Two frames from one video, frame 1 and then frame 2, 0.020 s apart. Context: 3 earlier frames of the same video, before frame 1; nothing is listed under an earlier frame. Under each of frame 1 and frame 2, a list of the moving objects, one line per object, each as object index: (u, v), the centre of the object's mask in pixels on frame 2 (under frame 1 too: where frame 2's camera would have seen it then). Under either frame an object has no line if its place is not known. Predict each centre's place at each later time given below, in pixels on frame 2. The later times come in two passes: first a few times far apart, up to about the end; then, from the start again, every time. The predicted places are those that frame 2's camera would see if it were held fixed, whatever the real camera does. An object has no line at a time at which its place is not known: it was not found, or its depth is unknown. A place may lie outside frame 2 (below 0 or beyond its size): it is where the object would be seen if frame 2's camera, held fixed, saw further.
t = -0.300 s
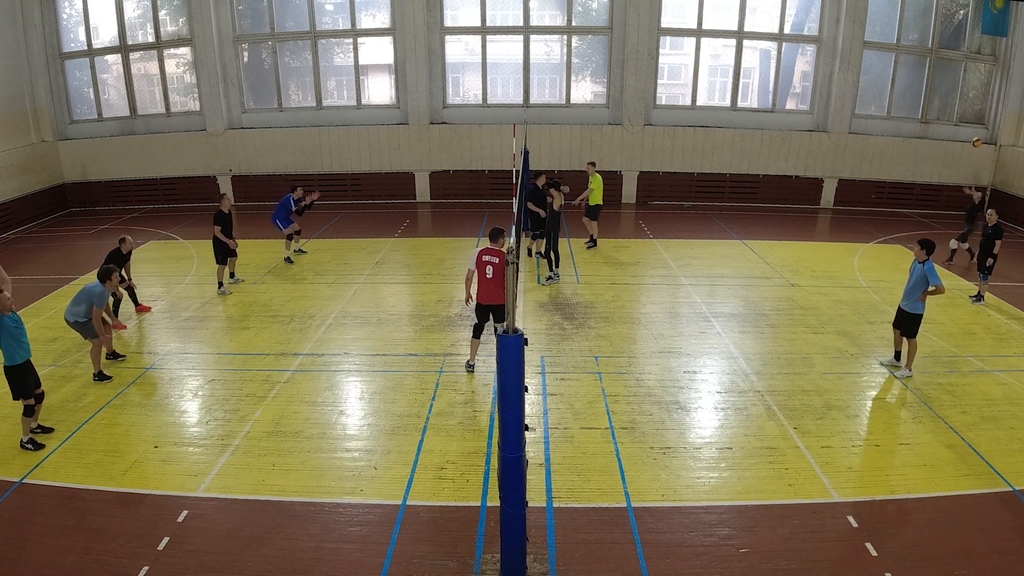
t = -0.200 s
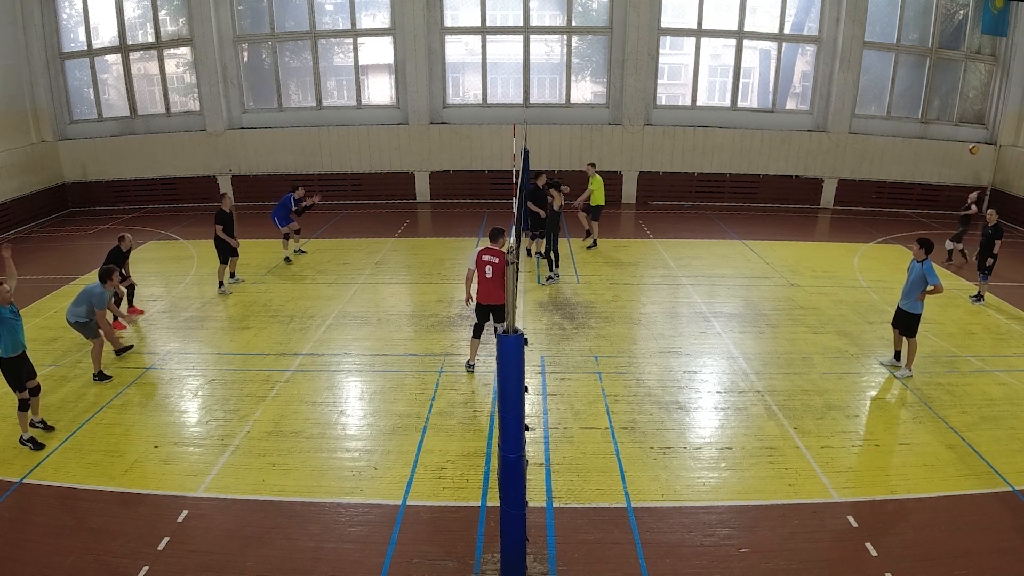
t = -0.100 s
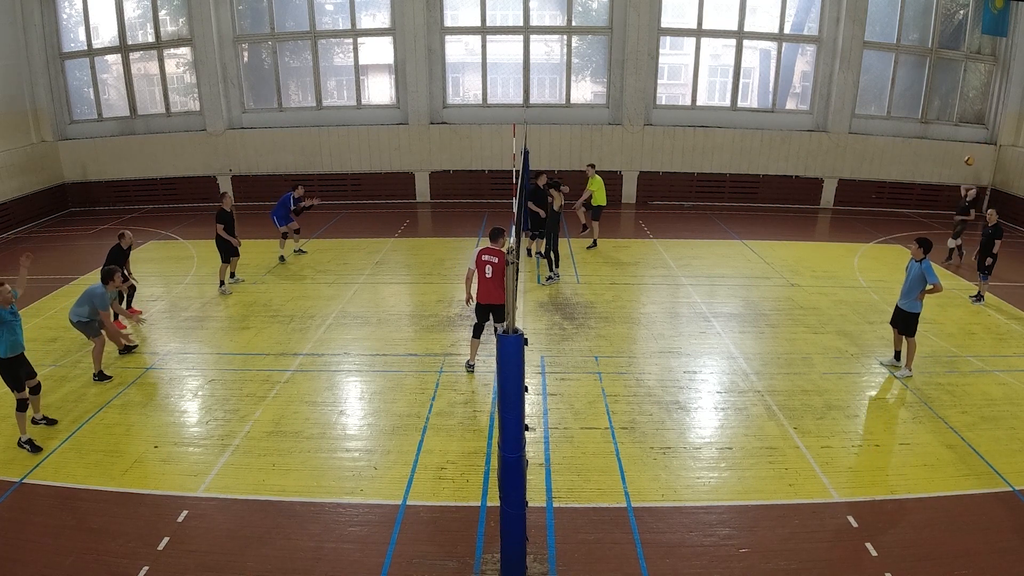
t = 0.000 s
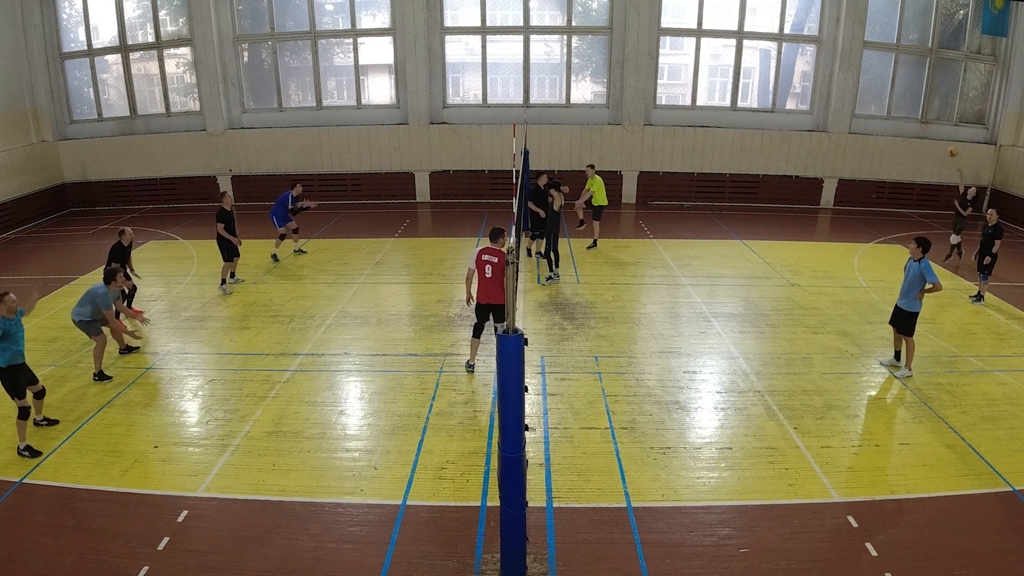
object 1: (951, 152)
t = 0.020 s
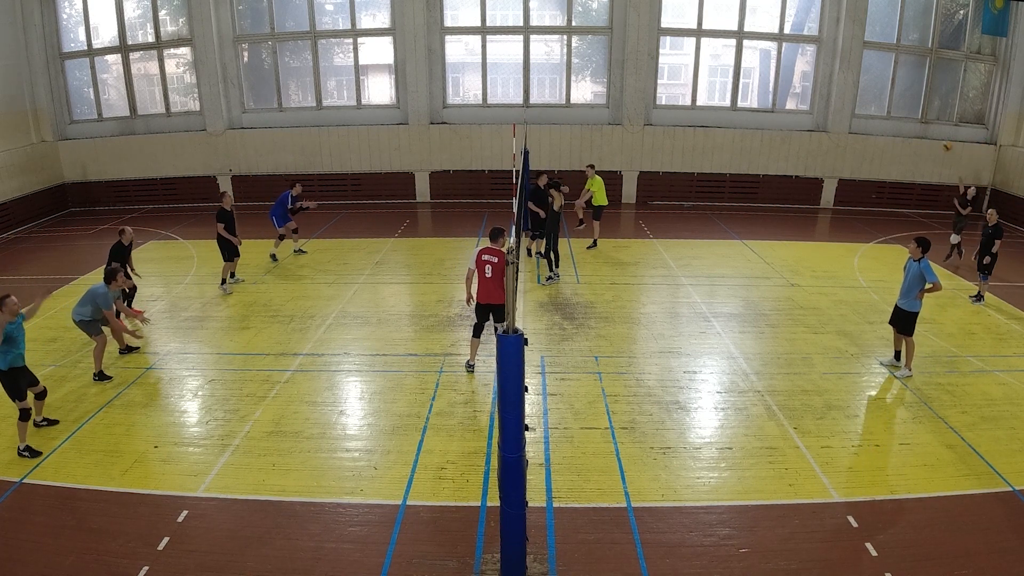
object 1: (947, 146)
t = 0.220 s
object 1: (881, 93)
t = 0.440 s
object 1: (791, 57)
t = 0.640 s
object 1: (698, 49)
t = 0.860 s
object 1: (586, 71)
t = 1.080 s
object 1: (472, 129)
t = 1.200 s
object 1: (413, 173)
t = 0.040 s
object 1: (941, 140)
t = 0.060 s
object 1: (934, 134)
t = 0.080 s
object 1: (928, 127)
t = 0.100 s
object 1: (922, 122)
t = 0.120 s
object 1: (916, 118)
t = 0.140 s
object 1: (909, 112)
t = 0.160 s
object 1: (902, 108)
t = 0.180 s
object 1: (894, 103)
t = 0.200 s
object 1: (888, 98)
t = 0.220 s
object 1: (881, 93)
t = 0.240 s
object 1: (873, 89)
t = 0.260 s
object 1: (866, 85)
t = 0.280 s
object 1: (858, 81)
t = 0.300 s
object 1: (850, 77)
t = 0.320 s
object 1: (842, 74)
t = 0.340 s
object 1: (834, 70)
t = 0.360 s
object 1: (826, 67)
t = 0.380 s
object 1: (818, 64)
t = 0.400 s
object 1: (809, 62)
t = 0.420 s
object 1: (801, 60)
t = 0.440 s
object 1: (791, 57)
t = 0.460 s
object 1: (782, 55)
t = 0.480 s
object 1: (774, 53)
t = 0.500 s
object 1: (765, 52)
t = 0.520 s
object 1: (755, 51)
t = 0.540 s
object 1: (745, 50)
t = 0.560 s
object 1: (737, 49)
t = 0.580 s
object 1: (727, 49)
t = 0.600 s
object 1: (717, 49)
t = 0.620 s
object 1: (708, 49)
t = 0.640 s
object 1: (698, 49)
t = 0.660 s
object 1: (688, 50)
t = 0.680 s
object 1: (678, 50)
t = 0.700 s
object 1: (668, 52)
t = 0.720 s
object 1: (658, 53)
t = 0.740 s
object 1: (648, 54)
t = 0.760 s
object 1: (637, 56)
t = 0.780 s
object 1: (627, 58)
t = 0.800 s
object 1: (616, 61)
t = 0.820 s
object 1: (607, 64)
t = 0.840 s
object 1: (596, 67)
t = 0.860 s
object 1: (586, 71)
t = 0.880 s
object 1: (576, 75)
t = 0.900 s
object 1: (565, 79)
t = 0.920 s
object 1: (555, 83)
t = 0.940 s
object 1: (545, 88)
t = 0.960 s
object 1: (534, 93)
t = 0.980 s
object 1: (524, 99)
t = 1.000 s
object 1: (513, 104)
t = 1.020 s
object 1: (503, 110)
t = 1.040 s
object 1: (493, 116)
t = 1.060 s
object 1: (483, 122)
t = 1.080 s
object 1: (472, 129)
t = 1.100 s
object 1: (462, 136)
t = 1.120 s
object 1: (452, 143)
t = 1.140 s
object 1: (443, 150)
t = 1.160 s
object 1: (433, 158)
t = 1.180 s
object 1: (423, 165)
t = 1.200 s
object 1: (413, 173)
